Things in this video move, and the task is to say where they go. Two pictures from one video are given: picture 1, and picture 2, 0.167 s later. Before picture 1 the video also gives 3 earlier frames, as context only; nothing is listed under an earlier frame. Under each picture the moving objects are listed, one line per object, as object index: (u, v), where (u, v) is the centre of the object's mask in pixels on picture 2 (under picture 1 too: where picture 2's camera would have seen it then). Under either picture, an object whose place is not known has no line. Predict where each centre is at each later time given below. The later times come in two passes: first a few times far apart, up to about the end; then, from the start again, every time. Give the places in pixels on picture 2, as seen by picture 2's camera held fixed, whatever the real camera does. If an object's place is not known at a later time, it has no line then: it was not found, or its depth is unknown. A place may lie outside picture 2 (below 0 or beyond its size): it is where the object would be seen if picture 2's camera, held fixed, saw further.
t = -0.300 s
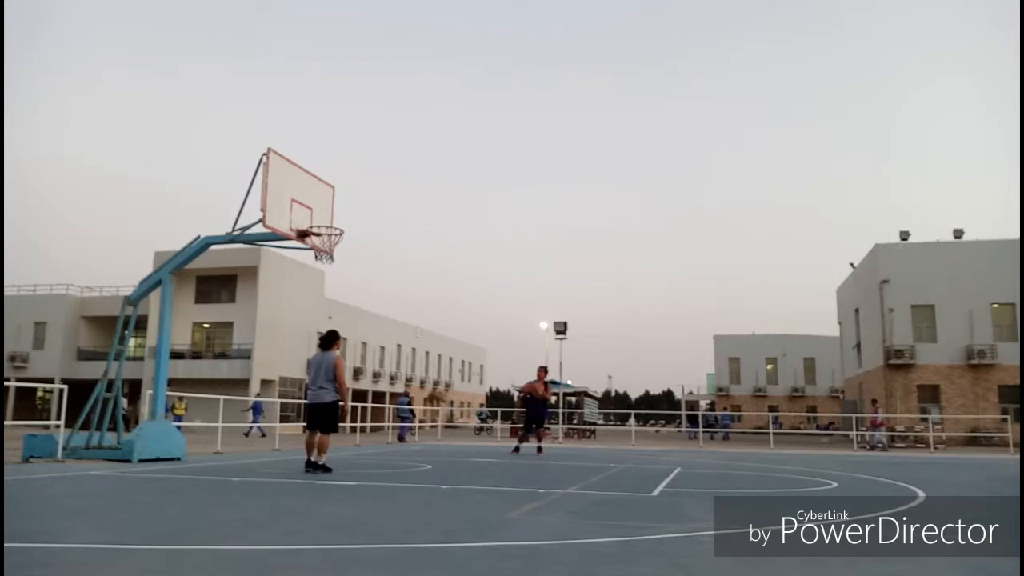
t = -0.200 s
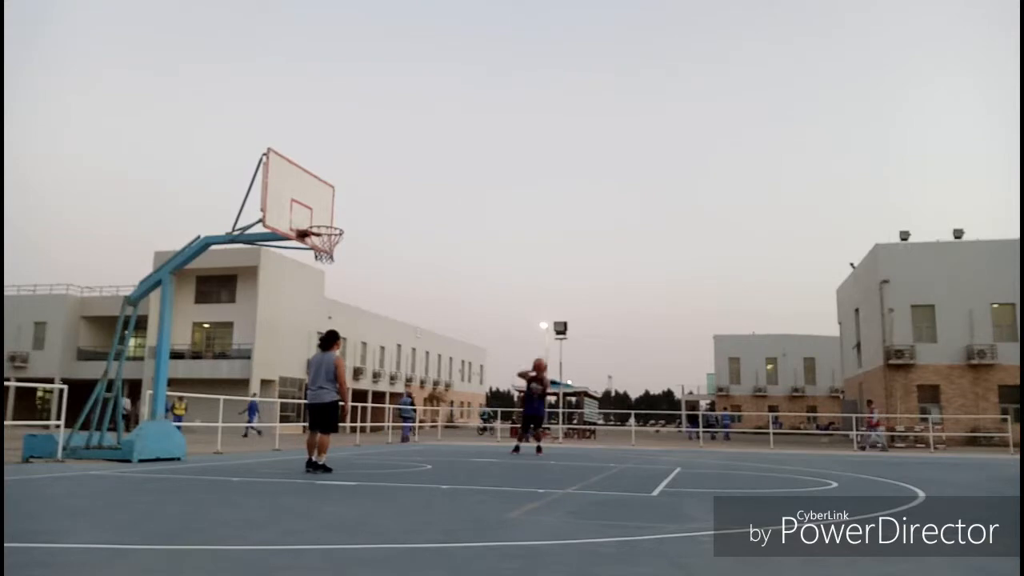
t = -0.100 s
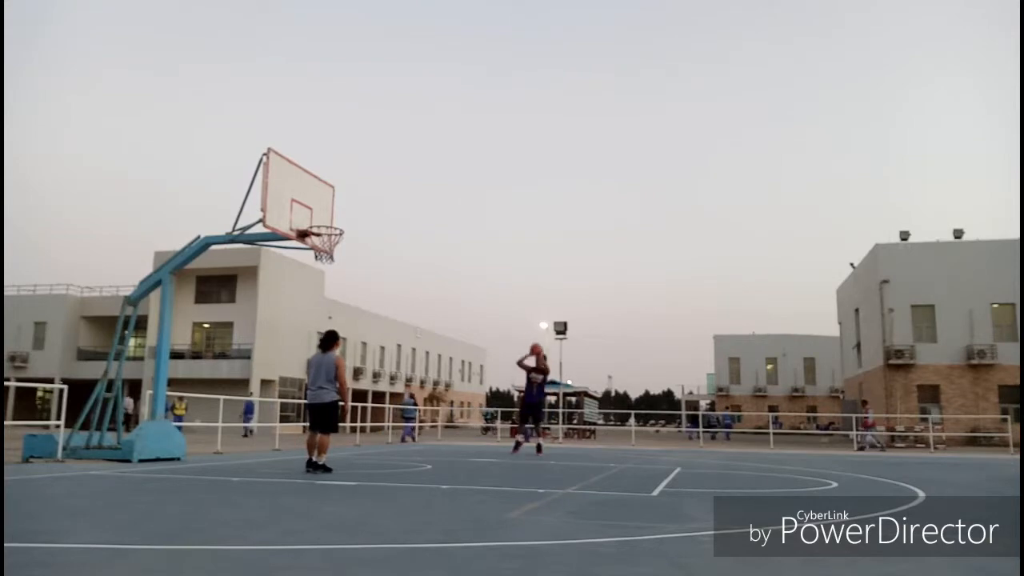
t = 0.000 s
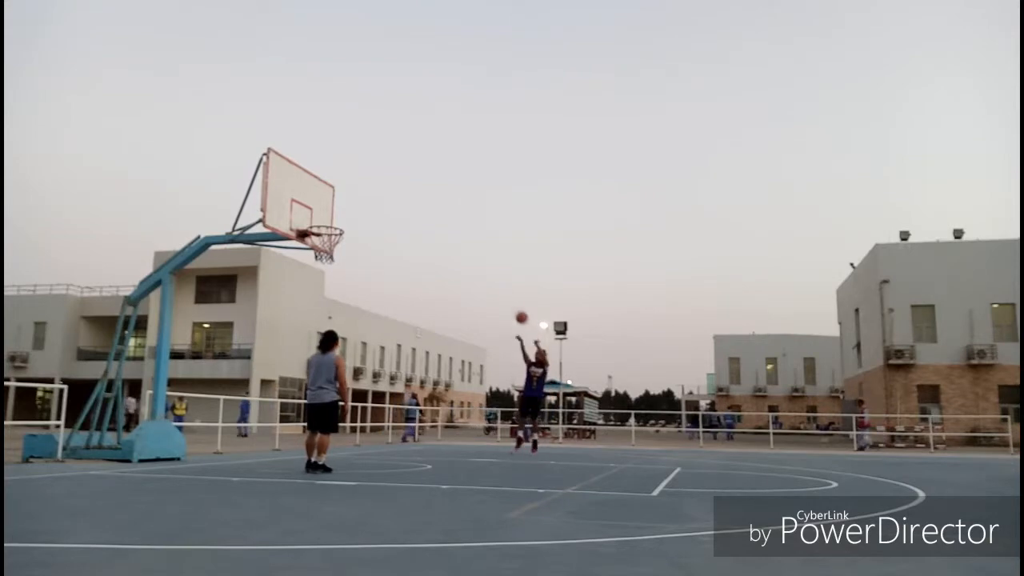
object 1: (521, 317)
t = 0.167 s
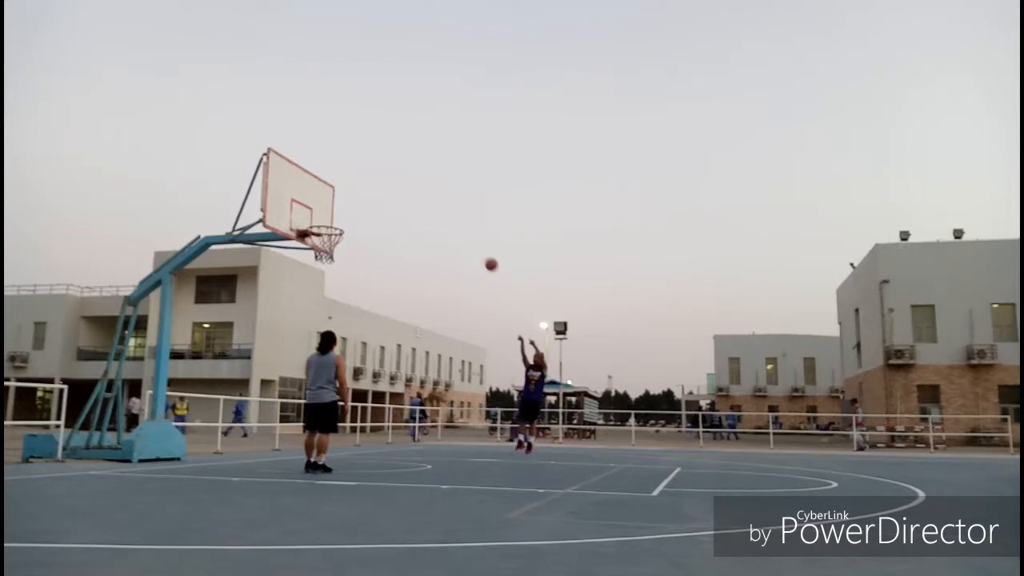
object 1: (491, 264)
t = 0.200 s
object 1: (484, 255)
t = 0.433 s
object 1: (437, 206)
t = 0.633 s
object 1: (391, 186)
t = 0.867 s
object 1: (329, 192)
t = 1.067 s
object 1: (321, 216)
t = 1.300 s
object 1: (354, 190)
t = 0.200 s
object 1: (484, 255)
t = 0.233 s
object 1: (478, 246)
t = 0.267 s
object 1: (471, 238)
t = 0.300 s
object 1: (465, 231)
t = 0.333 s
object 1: (458, 224)
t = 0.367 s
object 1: (451, 218)
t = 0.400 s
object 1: (444, 212)
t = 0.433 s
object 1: (437, 206)
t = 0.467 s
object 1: (430, 202)
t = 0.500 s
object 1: (422, 197)
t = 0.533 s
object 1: (415, 193)
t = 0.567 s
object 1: (407, 190)
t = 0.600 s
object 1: (399, 188)
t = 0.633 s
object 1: (391, 186)
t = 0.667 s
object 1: (383, 185)
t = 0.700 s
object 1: (374, 184)
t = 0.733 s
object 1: (365, 184)
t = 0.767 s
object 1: (357, 185)
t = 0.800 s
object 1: (348, 187)
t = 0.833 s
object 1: (339, 189)
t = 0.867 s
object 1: (329, 192)
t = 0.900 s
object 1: (325, 195)
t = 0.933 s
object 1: (324, 197)
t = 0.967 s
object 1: (323, 201)
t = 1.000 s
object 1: (322, 205)
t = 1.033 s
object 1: (322, 210)
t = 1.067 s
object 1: (321, 216)
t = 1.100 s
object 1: (323, 218)
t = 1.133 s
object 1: (328, 211)
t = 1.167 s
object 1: (334, 205)
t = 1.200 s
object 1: (339, 200)
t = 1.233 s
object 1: (344, 196)
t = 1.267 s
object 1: (349, 193)
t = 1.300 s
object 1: (354, 190)
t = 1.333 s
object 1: (359, 188)
